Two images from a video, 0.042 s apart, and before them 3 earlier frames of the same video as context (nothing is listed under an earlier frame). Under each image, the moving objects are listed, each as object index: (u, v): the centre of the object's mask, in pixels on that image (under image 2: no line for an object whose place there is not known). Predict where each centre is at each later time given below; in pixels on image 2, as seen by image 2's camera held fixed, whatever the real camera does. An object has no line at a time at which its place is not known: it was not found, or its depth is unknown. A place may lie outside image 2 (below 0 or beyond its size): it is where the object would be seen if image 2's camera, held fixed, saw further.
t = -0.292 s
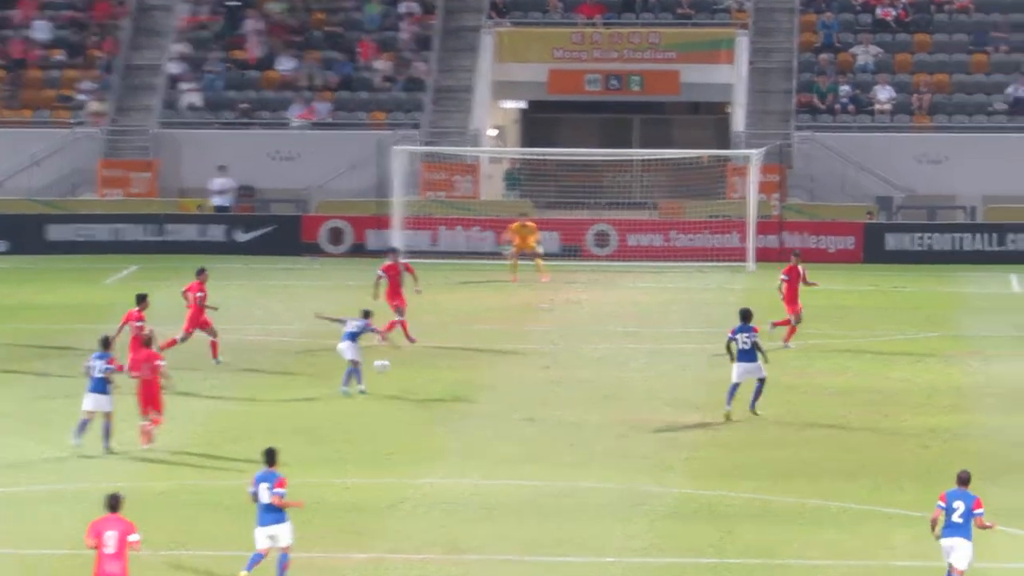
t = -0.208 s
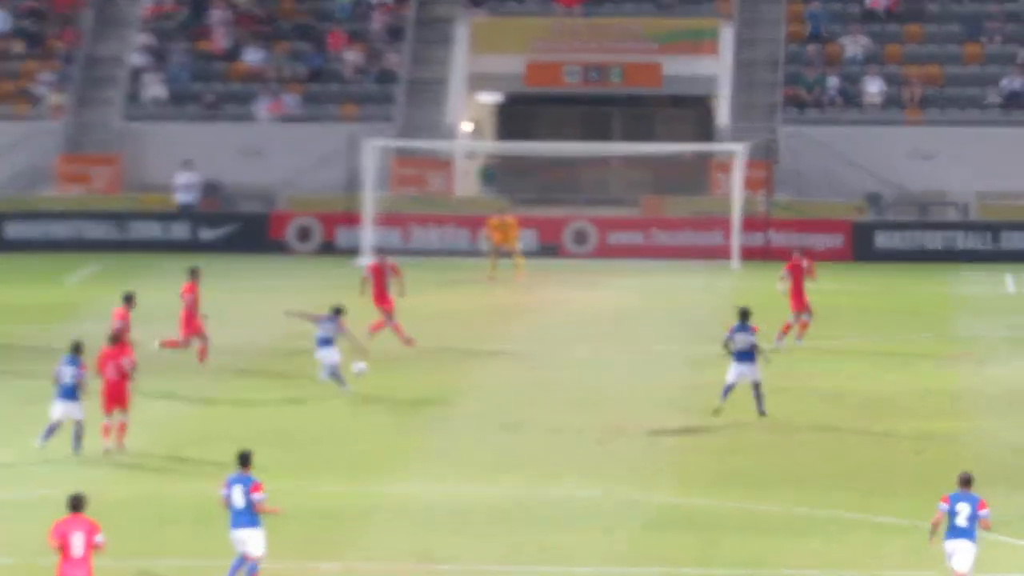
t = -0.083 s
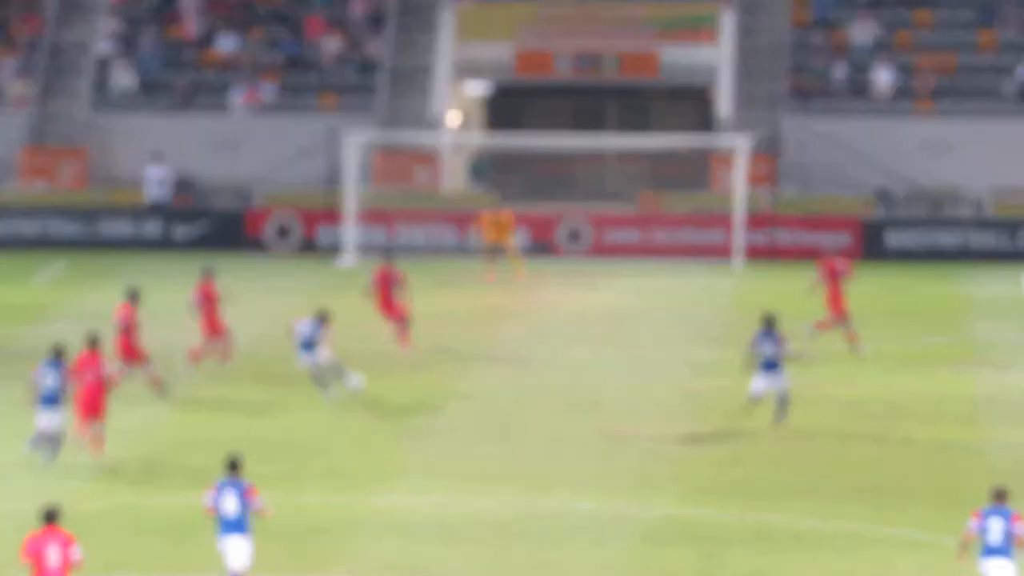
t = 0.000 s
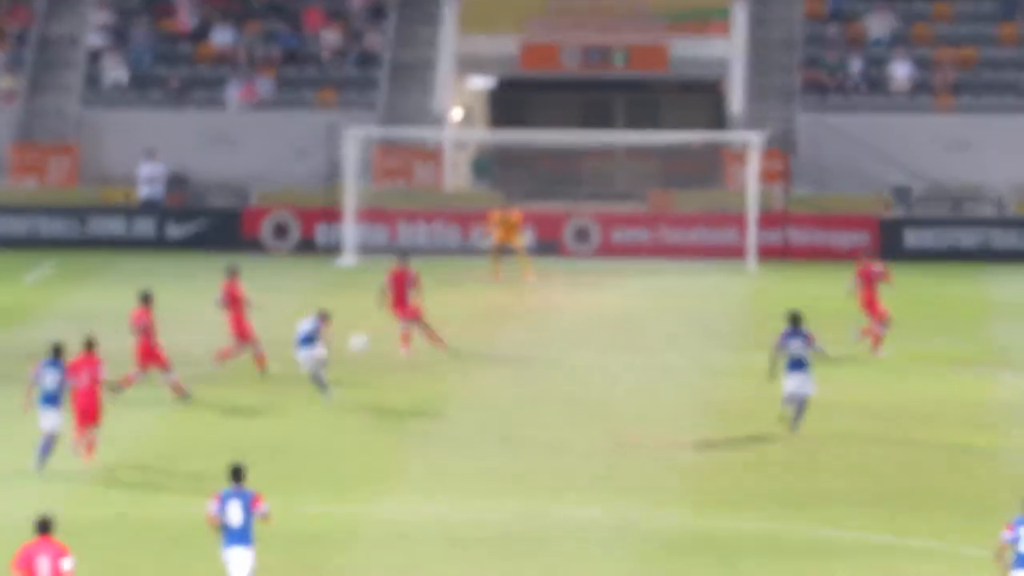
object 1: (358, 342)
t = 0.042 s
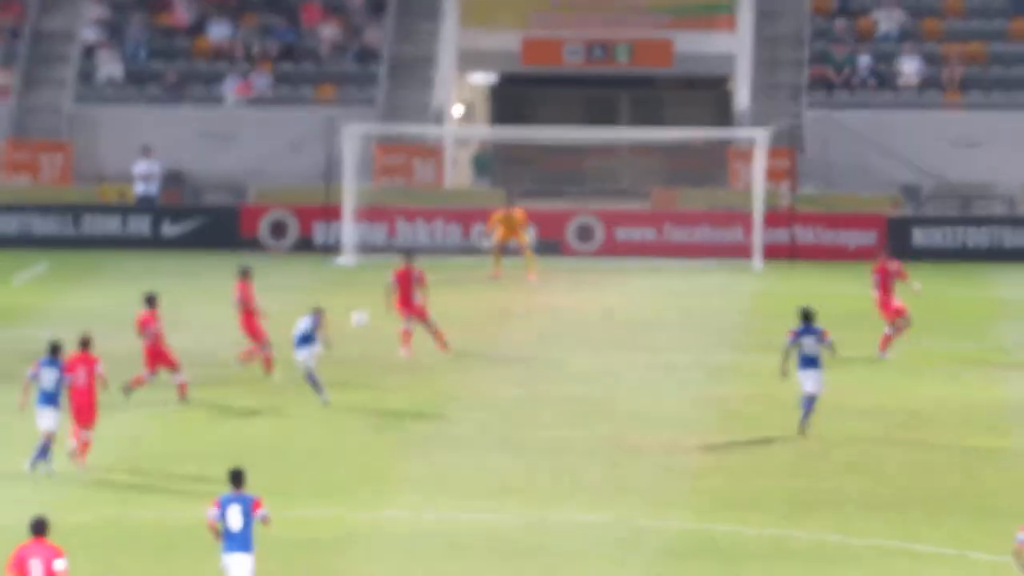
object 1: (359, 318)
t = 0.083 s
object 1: (365, 298)
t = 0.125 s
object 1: (369, 278)
